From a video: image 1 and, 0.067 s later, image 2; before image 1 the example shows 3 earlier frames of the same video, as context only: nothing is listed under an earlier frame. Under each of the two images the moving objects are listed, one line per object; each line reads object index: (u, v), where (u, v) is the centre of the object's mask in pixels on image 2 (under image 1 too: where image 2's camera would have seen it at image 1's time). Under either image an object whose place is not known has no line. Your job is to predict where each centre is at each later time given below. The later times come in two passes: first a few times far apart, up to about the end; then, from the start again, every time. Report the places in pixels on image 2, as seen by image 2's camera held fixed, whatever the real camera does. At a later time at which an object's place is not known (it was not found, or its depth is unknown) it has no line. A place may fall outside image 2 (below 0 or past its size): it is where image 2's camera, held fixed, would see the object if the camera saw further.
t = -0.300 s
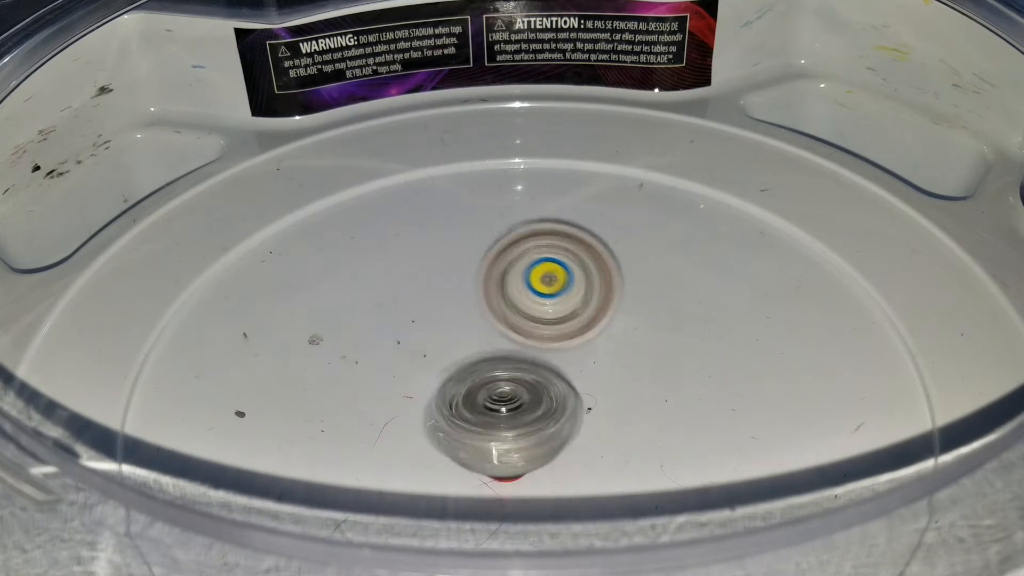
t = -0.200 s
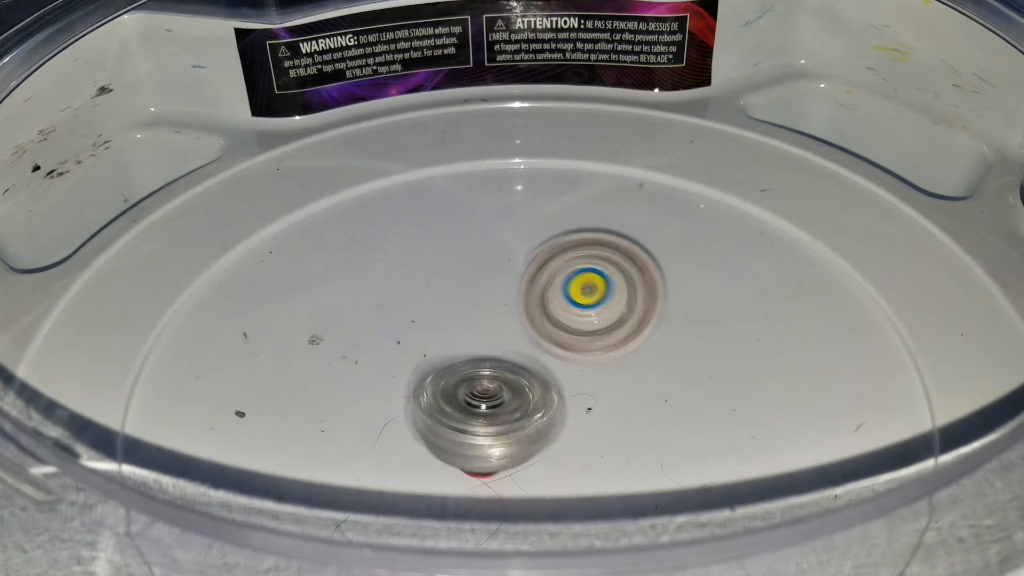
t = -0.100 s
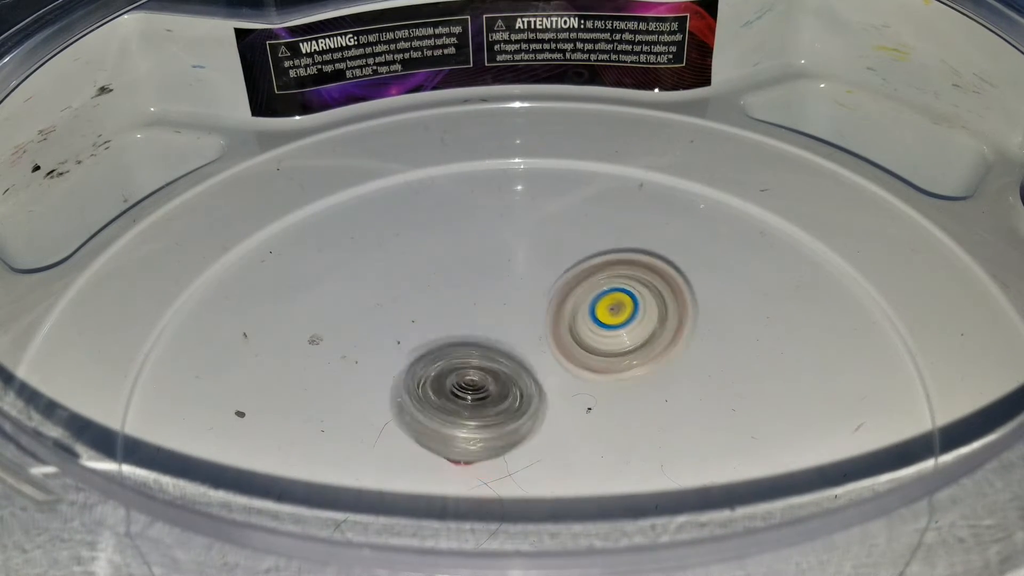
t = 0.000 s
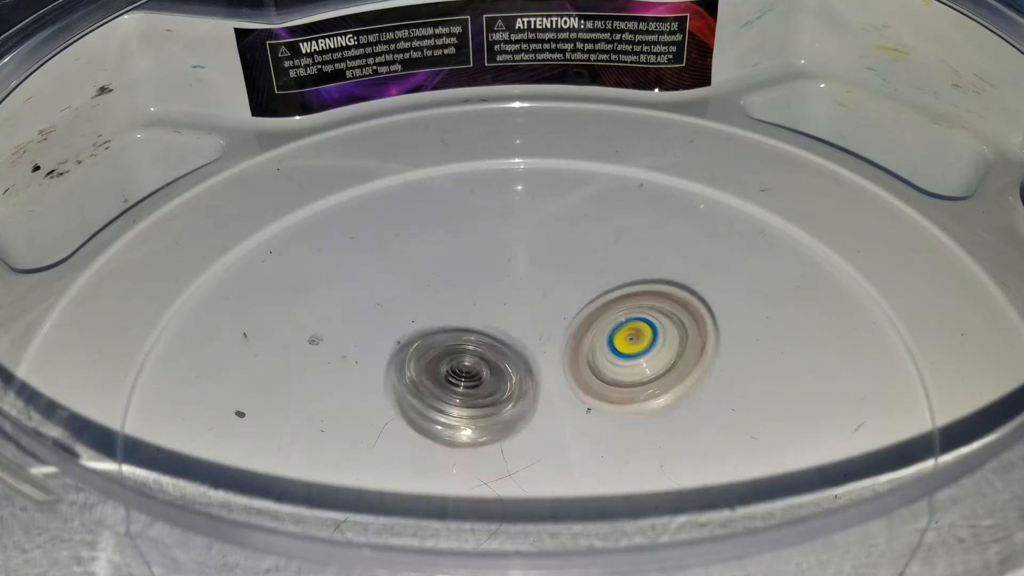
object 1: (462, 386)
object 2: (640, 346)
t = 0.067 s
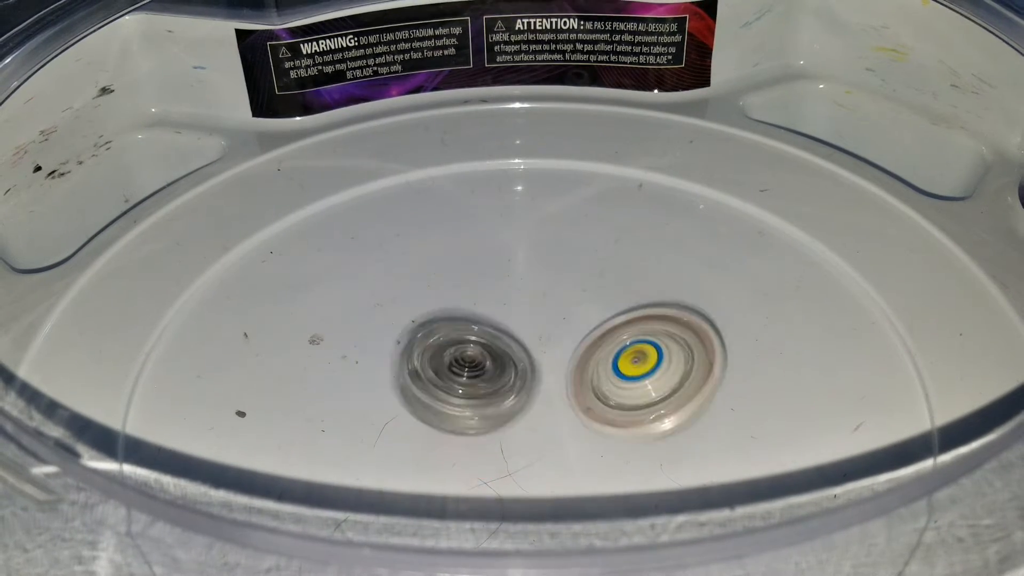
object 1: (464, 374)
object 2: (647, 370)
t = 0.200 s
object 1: (484, 359)
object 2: (632, 418)
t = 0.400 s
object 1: (525, 349)
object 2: (555, 470)
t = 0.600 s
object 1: (557, 363)
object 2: (449, 456)
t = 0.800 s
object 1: (554, 389)
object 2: (381, 405)
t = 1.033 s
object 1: (518, 402)
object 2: (393, 325)
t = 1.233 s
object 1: (498, 389)
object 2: (460, 280)
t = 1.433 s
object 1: (497, 381)
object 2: (544, 277)
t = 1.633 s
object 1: (477, 388)
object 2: (616, 327)
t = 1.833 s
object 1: (454, 381)
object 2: (620, 413)
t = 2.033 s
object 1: (459, 364)
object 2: (552, 471)
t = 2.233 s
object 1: (495, 349)
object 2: (452, 473)
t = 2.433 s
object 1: (539, 355)
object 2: (392, 413)
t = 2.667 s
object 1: (556, 390)
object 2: (414, 327)
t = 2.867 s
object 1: (515, 408)
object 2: (490, 298)
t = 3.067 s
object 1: (468, 401)
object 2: (588, 282)
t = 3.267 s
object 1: (479, 372)
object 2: (639, 325)
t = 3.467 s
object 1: (500, 357)
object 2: (640, 413)
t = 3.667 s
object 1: (517, 359)
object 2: (547, 468)
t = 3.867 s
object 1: (539, 353)
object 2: (423, 441)
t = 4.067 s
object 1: (549, 367)
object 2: (398, 362)
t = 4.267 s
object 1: (536, 385)
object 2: (447, 294)
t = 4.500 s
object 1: (507, 400)
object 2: (544, 287)
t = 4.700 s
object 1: (488, 386)
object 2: (619, 326)
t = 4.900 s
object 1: (478, 369)
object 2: (640, 394)
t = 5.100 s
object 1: (479, 338)
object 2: (599, 468)
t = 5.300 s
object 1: (516, 341)
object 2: (504, 460)
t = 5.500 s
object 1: (561, 340)
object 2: (456, 415)
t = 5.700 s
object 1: (605, 345)
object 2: (444, 371)
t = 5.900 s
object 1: (627, 385)
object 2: (430, 350)
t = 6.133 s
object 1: (557, 420)
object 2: (452, 339)
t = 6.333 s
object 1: (473, 440)
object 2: (450, 347)
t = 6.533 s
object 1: (467, 447)
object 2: (455, 349)
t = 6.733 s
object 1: (468, 445)
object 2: (457, 344)
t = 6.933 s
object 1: (481, 436)
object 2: (455, 346)
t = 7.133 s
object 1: (503, 426)
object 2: (454, 350)
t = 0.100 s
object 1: (467, 369)
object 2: (647, 383)
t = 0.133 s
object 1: (471, 365)
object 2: (646, 394)
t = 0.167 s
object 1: (477, 361)
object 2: (640, 406)
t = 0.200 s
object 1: (484, 359)
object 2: (632, 418)
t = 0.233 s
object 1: (489, 355)
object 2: (622, 429)
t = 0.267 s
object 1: (492, 352)
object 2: (612, 440)
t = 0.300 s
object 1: (500, 350)
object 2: (600, 449)
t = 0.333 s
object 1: (508, 349)
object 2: (586, 458)
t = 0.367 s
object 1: (518, 348)
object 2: (571, 465)
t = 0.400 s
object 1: (525, 349)
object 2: (555, 470)
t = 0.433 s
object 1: (531, 351)
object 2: (538, 473)
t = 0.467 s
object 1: (536, 352)
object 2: (520, 469)
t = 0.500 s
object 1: (542, 355)
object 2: (502, 467)
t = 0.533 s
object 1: (548, 357)
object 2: (483, 464)
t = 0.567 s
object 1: (551, 360)
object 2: (464, 466)
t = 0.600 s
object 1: (557, 363)
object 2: (449, 456)
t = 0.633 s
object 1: (561, 369)
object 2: (433, 450)
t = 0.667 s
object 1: (561, 374)
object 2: (419, 442)
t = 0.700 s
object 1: (560, 377)
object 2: (407, 434)
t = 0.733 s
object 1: (559, 383)
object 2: (396, 426)
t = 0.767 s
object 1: (557, 386)
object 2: (387, 415)
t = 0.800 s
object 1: (554, 389)
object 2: (381, 405)
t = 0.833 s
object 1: (551, 393)
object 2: (377, 394)
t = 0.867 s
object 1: (545, 397)
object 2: (376, 382)
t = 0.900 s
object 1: (539, 400)
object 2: (376, 371)
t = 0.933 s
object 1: (531, 400)
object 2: (379, 360)
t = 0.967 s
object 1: (525, 402)
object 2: (384, 349)
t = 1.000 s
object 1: (523, 402)
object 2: (388, 336)
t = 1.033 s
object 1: (518, 402)
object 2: (393, 325)
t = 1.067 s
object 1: (517, 401)
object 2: (401, 316)
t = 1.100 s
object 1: (513, 400)
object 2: (411, 306)
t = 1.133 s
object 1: (511, 398)
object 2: (423, 298)
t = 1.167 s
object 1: (507, 396)
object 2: (434, 292)
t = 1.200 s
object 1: (501, 394)
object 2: (446, 286)
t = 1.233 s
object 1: (498, 389)
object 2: (460, 280)
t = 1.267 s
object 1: (496, 387)
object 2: (475, 275)
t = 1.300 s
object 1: (497, 386)
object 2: (487, 273)
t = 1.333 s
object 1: (495, 385)
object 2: (500, 272)
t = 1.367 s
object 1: (498, 383)
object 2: (515, 272)
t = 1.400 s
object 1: (497, 382)
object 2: (530, 274)
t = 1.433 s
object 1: (497, 381)
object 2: (544, 277)
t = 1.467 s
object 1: (494, 380)
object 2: (559, 281)
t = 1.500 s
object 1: (493, 382)
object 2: (572, 287)
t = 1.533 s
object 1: (489, 382)
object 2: (584, 293)
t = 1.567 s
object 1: (485, 383)
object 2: (594, 305)
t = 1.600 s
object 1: (483, 385)
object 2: (605, 315)
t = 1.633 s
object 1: (477, 388)
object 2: (616, 327)
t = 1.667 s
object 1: (474, 388)
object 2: (623, 340)
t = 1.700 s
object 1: (469, 387)
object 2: (628, 353)
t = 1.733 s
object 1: (465, 388)
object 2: (631, 367)
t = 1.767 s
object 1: (461, 386)
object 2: (628, 384)
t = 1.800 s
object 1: (458, 385)
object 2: (624, 399)
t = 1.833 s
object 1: (454, 381)
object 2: (620, 413)
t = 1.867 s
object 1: (453, 378)
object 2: (613, 426)
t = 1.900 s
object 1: (453, 375)
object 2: (603, 438)
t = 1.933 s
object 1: (454, 373)
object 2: (593, 448)
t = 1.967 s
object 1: (454, 369)
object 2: (581, 458)
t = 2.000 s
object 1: (456, 366)
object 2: (565, 462)
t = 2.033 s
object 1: (459, 364)
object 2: (552, 471)
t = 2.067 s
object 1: (464, 364)
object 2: (534, 474)
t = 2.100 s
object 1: (468, 360)
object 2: (517, 468)
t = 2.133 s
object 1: (473, 360)
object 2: (500, 467)
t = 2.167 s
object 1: (480, 358)
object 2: (481, 474)
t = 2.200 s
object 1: (488, 354)
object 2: (465, 476)
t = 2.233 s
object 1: (495, 349)
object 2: (452, 473)
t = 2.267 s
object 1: (502, 352)
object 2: (439, 466)
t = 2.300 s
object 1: (506, 349)
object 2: (429, 454)
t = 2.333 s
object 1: (512, 350)
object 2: (419, 446)
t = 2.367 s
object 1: (518, 351)
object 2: (412, 435)
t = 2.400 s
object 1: (529, 355)
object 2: (400, 424)
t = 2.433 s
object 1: (539, 355)
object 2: (392, 413)
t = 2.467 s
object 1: (546, 362)
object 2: (387, 401)
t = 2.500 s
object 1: (551, 363)
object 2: (387, 387)
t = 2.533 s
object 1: (556, 367)
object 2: (388, 375)
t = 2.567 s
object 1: (558, 371)
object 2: (393, 361)
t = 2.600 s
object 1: (558, 379)
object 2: (397, 350)
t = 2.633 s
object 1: (557, 385)
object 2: (405, 338)
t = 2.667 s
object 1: (556, 390)
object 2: (414, 327)
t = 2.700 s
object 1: (552, 394)
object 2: (425, 317)
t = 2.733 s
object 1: (546, 399)
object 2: (438, 310)
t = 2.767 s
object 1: (537, 402)
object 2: (450, 304)
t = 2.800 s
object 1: (532, 405)
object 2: (463, 300)
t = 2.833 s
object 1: (523, 406)
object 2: (477, 298)
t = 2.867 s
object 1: (515, 408)
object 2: (490, 298)
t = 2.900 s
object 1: (503, 408)
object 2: (505, 294)
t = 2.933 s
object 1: (495, 408)
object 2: (520, 294)
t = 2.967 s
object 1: (483, 410)
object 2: (540, 287)
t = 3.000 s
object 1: (478, 409)
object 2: (559, 284)
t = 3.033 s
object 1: (470, 405)
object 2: (572, 282)
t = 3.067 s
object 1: (468, 401)
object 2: (588, 282)
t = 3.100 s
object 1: (464, 397)
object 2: (599, 288)
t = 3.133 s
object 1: (465, 391)
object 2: (607, 291)
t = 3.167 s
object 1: (466, 385)
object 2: (619, 299)
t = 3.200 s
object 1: (469, 382)
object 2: (626, 308)
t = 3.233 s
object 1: (475, 378)
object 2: (634, 316)
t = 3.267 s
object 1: (479, 372)
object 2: (639, 325)
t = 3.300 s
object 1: (486, 370)
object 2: (641, 338)
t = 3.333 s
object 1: (491, 364)
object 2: (644, 349)
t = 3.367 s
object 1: (493, 360)
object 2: (643, 369)
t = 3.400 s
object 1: (491, 356)
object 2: (647, 382)
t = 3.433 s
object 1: (495, 355)
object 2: (648, 398)
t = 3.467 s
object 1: (500, 357)
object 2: (640, 413)
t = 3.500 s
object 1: (503, 360)
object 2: (632, 425)
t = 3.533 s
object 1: (505, 360)
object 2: (622, 432)
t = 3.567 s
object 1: (509, 358)
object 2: (601, 442)
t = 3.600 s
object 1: (513, 360)
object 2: (586, 449)
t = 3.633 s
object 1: (514, 359)
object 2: (571, 456)
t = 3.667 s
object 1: (517, 359)
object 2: (547, 468)
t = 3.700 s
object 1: (520, 359)
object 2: (522, 472)
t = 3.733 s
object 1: (530, 360)
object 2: (500, 472)
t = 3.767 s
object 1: (535, 360)
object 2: (479, 468)
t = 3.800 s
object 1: (536, 356)
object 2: (458, 461)
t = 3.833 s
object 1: (537, 354)
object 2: (437, 451)
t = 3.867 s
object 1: (539, 353)
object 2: (423, 441)
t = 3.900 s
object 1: (544, 356)
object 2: (412, 430)
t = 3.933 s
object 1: (548, 359)
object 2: (403, 416)
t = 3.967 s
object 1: (552, 359)
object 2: (397, 402)
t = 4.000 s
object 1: (551, 361)
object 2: (394, 389)
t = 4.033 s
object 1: (549, 363)
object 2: (395, 374)
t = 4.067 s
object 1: (549, 367)
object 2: (398, 362)
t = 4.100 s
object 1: (549, 370)
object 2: (401, 348)
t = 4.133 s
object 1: (552, 373)
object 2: (409, 335)
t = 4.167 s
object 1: (548, 376)
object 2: (418, 322)
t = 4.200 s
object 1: (542, 381)
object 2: (426, 311)
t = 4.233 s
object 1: (540, 384)
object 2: (436, 302)
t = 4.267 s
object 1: (536, 385)
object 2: (447, 294)
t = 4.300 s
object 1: (534, 386)
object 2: (462, 289)
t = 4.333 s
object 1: (532, 390)
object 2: (473, 285)
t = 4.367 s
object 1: (526, 394)
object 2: (488, 280)
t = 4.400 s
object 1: (518, 395)
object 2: (501, 280)
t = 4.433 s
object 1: (515, 395)
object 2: (516, 282)
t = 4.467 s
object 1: (512, 395)
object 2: (527, 284)
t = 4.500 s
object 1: (507, 400)
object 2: (544, 287)
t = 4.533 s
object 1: (497, 398)
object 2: (560, 287)
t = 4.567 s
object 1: (492, 400)
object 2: (574, 293)
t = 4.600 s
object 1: (489, 396)
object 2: (585, 298)
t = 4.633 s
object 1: (488, 392)
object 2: (595, 306)
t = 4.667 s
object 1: (493, 391)
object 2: (605, 315)
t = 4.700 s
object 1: (488, 386)
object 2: (619, 326)
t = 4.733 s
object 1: (479, 383)
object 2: (628, 335)
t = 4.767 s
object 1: (481, 382)
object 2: (638, 345)
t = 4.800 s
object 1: (485, 379)
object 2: (641, 358)
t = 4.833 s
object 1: (475, 375)
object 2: (650, 372)
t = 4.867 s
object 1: (475, 373)
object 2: (647, 383)
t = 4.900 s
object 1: (478, 369)
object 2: (640, 394)
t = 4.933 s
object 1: (479, 365)
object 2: (629, 405)
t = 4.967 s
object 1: (482, 368)
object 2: (620, 416)
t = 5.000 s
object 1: (474, 358)
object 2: (621, 436)
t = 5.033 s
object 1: (469, 351)
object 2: (616, 452)
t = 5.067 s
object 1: (472, 342)
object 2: (612, 462)
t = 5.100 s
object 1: (479, 338)
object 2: (599, 468)
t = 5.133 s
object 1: (493, 343)
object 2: (584, 470)
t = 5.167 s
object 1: (495, 351)
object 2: (567, 471)
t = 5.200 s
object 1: (503, 352)
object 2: (549, 466)
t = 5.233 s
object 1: (507, 349)
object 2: (535, 466)
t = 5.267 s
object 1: (514, 345)
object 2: (520, 461)
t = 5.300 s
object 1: (516, 341)
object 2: (504, 460)
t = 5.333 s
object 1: (525, 340)
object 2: (487, 449)
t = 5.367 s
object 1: (533, 336)
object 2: (473, 448)
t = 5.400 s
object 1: (549, 341)
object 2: (464, 441)
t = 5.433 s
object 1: (552, 343)
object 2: (459, 433)
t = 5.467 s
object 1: (557, 342)
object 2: (457, 421)
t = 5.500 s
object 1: (561, 340)
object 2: (456, 415)
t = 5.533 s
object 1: (573, 337)
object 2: (439, 403)
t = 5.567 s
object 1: (580, 339)
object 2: (438, 398)
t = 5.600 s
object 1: (591, 338)
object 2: (440, 394)
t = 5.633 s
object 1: (597, 339)
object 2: (447, 387)
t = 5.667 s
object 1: (595, 340)
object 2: (453, 383)
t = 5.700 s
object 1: (605, 345)
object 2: (444, 371)
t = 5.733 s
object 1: (622, 355)
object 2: (424, 366)
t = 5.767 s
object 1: (629, 363)
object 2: (411, 362)
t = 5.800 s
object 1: (630, 371)
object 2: (409, 357)
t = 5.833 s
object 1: (630, 371)
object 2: (410, 351)
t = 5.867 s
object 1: (631, 375)
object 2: (420, 347)
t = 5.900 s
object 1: (627, 385)
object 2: (430, 350)
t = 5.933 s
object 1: (619, 392)
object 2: (434, 345)
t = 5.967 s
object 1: (608, 395)
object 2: (445, 350)
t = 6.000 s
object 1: (599, 400)
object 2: (451, 350)
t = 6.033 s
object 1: (595, 409)
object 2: (449, 340)
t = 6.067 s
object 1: (584, 416)
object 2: (449, 336)
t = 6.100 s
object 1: (570, 418)
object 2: (450, 335)
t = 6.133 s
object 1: (557, 420)
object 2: (452, 339)
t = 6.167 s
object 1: (540, 419)
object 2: (453, 342)
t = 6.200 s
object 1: (525, 421)
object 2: (451, 345)
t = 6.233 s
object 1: (509, 425)
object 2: (451, 346)
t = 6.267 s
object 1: (494, 429)
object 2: (451, 350)
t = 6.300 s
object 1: (483, 435)
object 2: (451, 349)
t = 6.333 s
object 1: (473, 440)
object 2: (450, 347)
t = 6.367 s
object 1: (467, 444)
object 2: (449, 345)
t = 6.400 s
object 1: (466, 446)
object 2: (449, 346)
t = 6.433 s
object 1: (465, 448)
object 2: (451, 348)
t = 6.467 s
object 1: (465, 448)
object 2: (453, 348)
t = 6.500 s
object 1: (466, 448)
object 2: (455, 350)
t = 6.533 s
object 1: (467, 447)
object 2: (455, 349)
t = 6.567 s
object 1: (467, 447)
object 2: (455, 349)
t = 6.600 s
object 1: (467, 447)
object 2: (455, 348)
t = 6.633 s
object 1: (467, 446)
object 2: (454, 348)
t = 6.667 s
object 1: (467, 446)
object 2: (454, 349)
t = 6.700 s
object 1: (468, 446)
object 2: (457, 345)
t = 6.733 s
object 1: (468, 445)
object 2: (457, 344)
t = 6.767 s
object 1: (469, 444)
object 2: (456, 344)
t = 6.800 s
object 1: (470, 442)
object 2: (453, 349)
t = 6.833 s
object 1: (473, 440)
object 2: (455, 344)
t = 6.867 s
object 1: (476, 438)
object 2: (452, 349)
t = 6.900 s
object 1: (479, 437)
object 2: (453, 349)
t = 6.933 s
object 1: (481, 436)
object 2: (455, 346)
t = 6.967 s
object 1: (483, 435)
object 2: (454, 348)
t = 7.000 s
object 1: (485, 434)
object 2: (453, 350)
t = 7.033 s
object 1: (489, 431)
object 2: (453, 350)
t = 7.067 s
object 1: (494, 429)
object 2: (453, 350)
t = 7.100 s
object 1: (499, 427)
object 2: (454, 350)
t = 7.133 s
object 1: (503, 426)
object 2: (454, 350)
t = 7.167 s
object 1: (507, 426)
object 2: (454, 350)
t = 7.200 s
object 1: (511, 425)
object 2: (454, 350)
